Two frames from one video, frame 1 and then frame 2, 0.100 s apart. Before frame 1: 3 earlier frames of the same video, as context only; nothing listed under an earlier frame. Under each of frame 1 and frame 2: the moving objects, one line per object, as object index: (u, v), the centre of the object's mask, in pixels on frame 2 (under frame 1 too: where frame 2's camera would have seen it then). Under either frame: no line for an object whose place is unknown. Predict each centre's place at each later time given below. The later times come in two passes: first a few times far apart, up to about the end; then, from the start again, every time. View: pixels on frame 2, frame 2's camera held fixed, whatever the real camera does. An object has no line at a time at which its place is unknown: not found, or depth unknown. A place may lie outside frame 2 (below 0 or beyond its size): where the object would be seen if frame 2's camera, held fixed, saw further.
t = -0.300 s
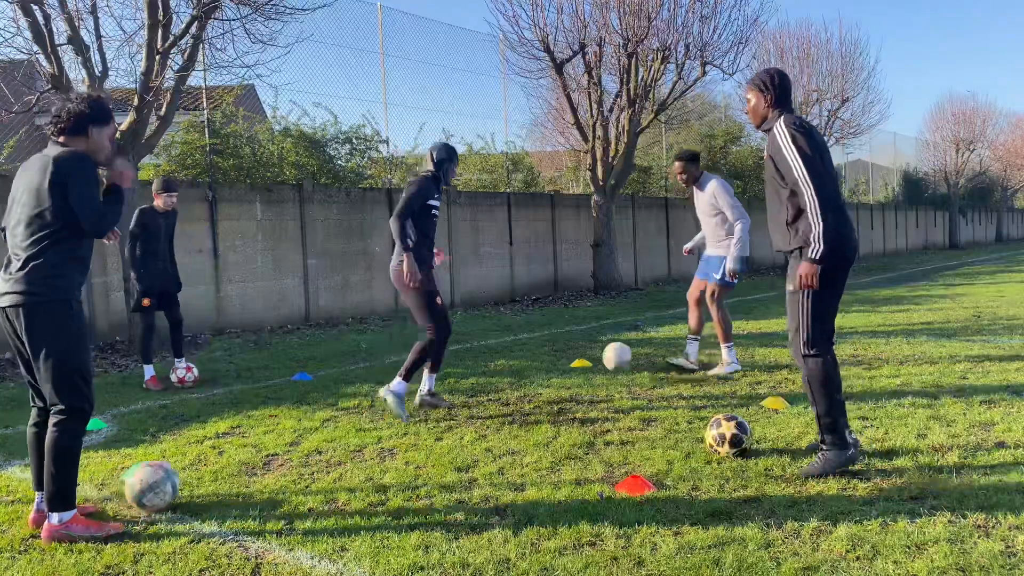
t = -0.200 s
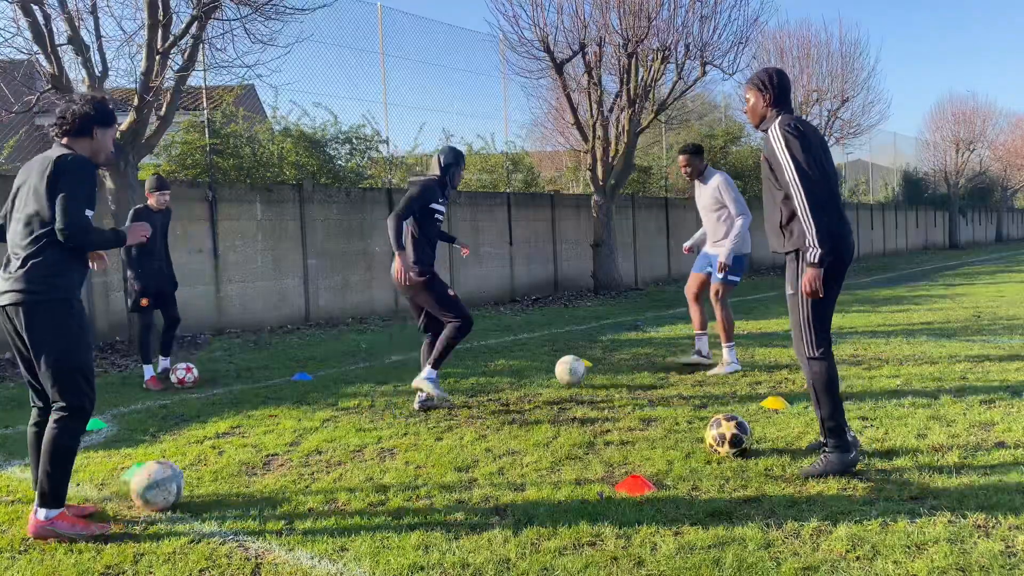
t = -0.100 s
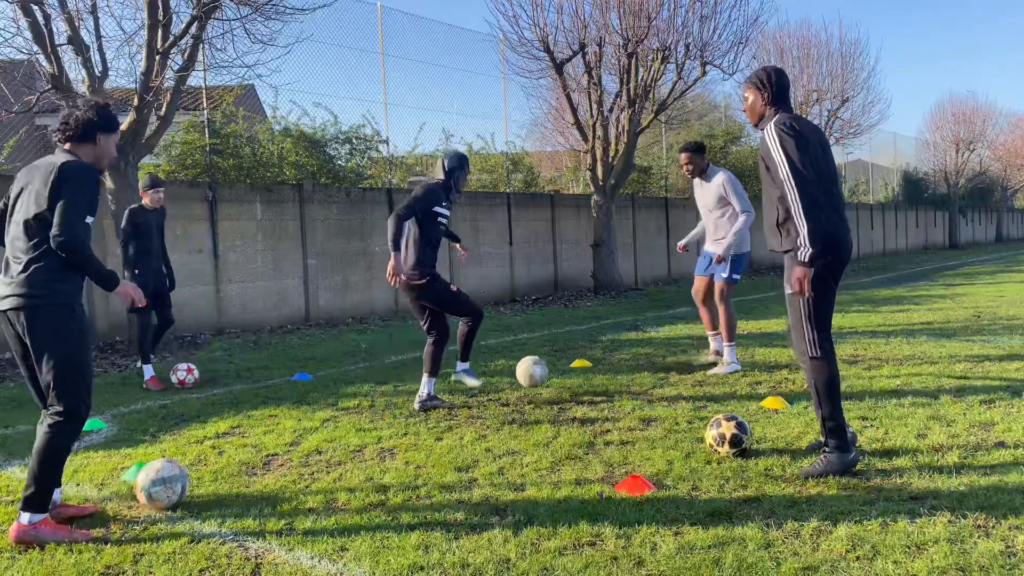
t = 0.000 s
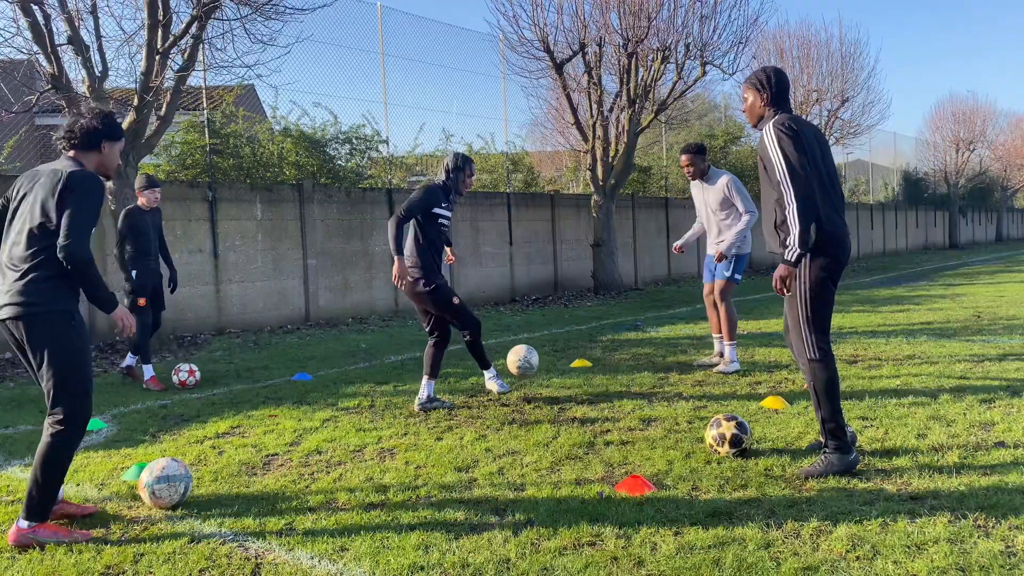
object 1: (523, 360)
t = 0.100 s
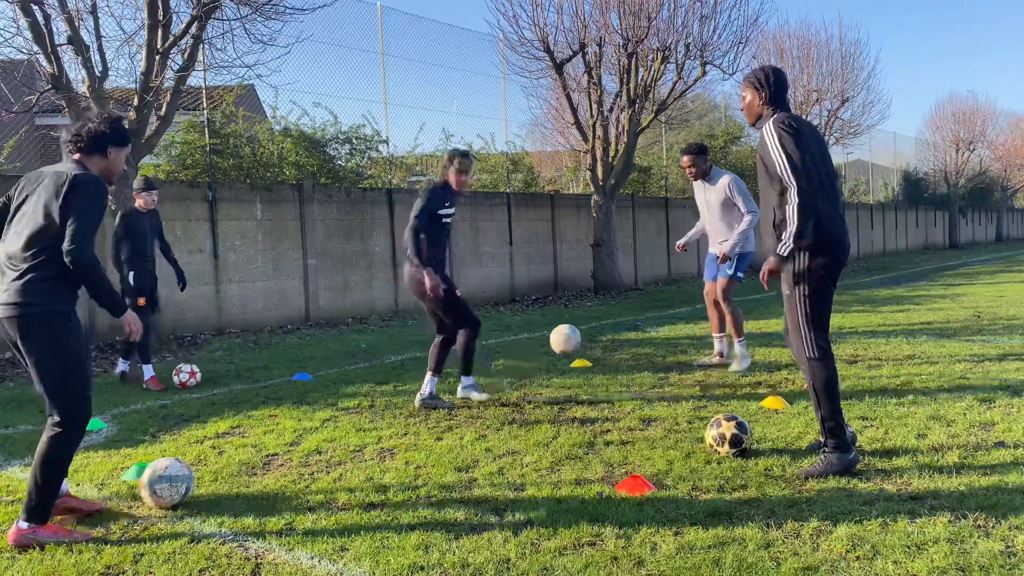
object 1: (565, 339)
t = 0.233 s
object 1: (620, 334)
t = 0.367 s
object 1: (674, 352)
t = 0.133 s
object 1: (579, 336)
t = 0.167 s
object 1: (593, 334)
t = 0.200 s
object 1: (607, 333)
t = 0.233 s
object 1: (620, 334)
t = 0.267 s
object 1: (633, 336)
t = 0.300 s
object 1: (648, 341)
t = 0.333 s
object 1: (659, 345)
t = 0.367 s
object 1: (674, 352)
